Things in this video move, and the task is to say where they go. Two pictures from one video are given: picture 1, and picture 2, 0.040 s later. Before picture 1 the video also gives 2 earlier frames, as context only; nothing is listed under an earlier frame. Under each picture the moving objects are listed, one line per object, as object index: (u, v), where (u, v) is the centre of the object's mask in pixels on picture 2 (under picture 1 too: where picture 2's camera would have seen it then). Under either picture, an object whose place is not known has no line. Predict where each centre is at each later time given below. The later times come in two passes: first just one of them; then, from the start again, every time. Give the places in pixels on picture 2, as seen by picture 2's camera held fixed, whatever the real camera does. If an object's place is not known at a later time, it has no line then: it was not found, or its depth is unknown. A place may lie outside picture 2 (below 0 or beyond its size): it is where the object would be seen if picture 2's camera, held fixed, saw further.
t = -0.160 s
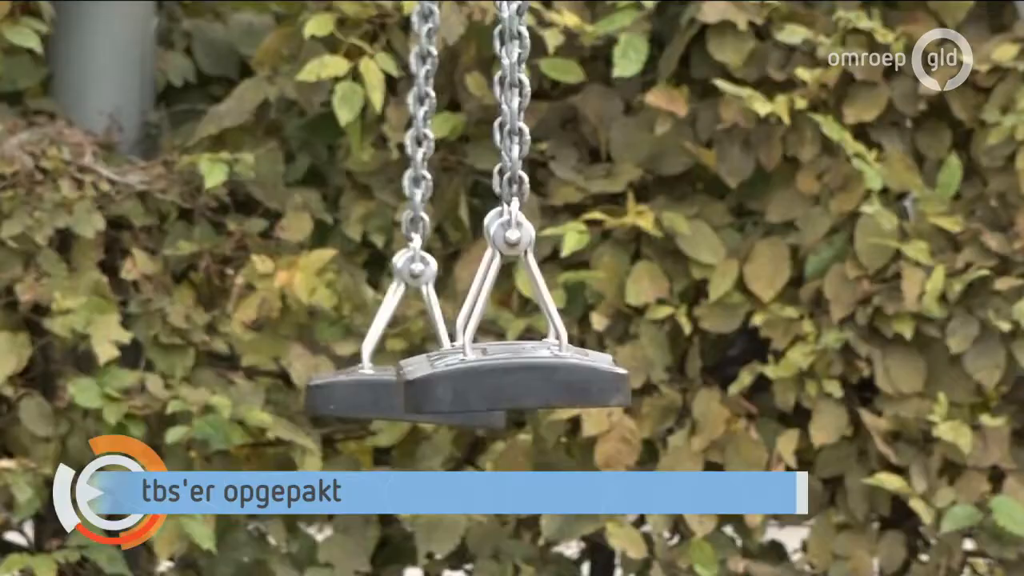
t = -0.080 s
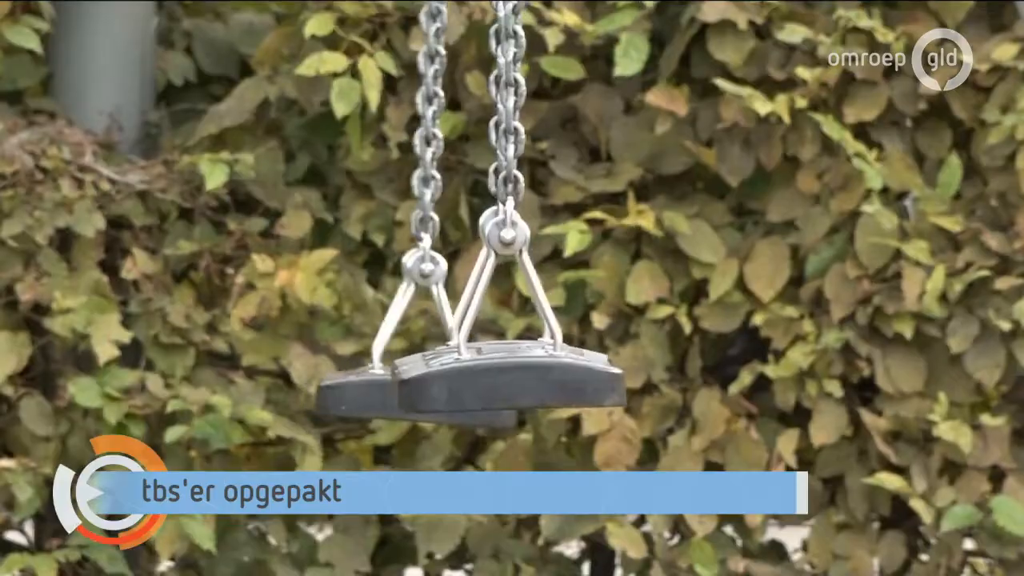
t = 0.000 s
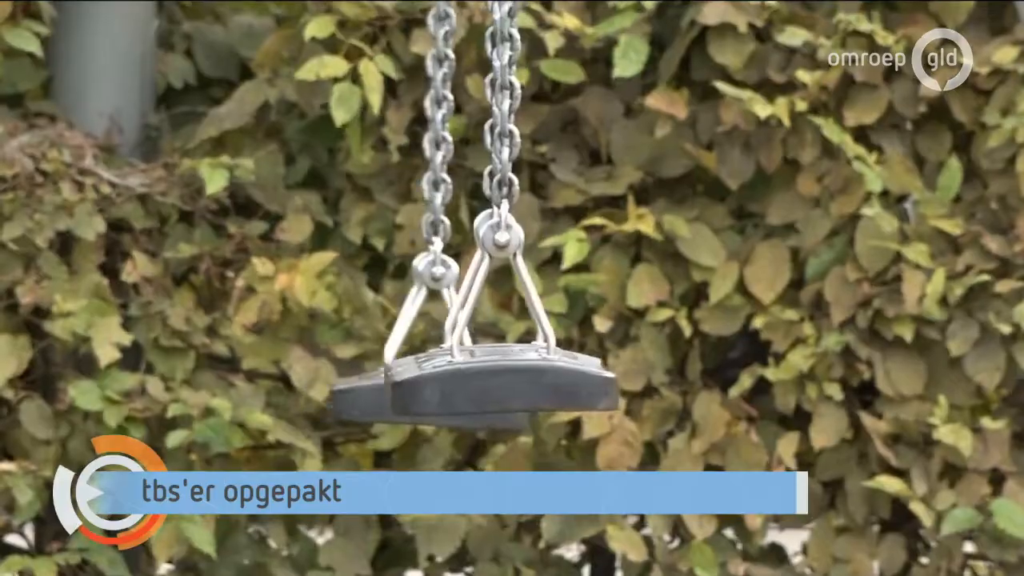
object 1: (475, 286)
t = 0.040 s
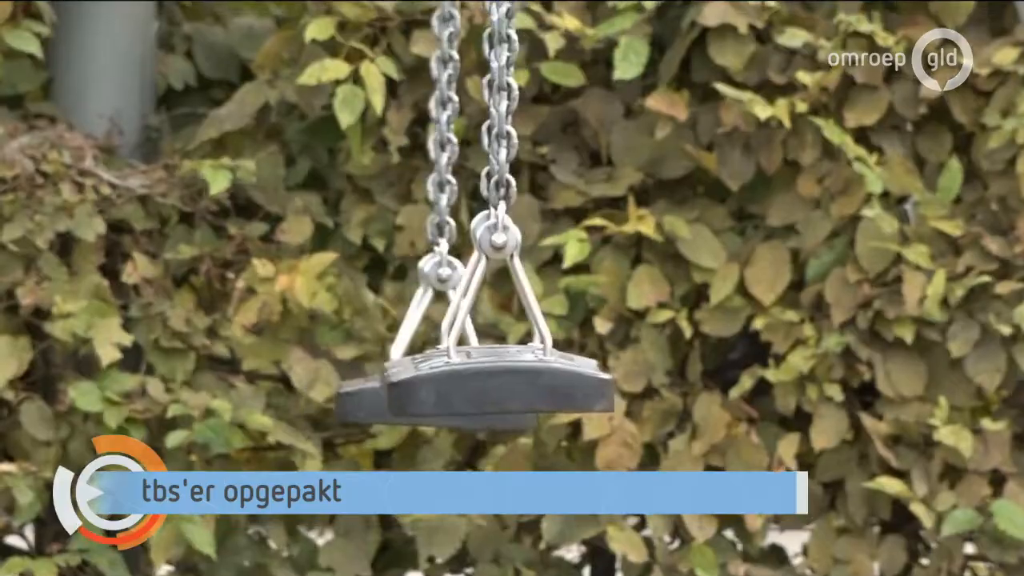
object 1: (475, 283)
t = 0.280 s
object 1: (471, 297)
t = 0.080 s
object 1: (476, 280)
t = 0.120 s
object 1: (476, 280)
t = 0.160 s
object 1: (476, 276)
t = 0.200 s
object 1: (476, 281)
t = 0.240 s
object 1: (474, 290)
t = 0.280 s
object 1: (471, 297)
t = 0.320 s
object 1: (470, 298)
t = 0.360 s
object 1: (469, 291)
